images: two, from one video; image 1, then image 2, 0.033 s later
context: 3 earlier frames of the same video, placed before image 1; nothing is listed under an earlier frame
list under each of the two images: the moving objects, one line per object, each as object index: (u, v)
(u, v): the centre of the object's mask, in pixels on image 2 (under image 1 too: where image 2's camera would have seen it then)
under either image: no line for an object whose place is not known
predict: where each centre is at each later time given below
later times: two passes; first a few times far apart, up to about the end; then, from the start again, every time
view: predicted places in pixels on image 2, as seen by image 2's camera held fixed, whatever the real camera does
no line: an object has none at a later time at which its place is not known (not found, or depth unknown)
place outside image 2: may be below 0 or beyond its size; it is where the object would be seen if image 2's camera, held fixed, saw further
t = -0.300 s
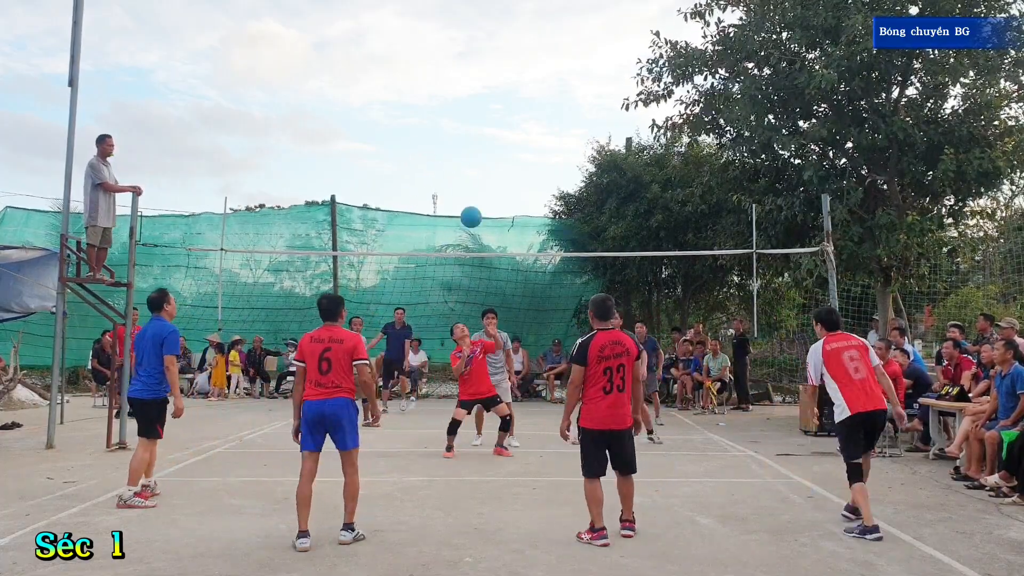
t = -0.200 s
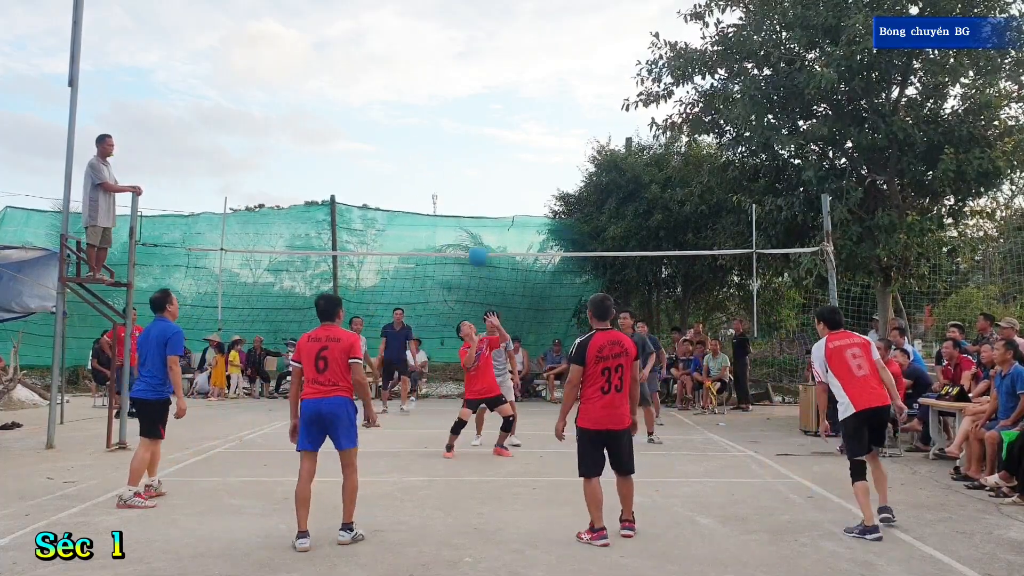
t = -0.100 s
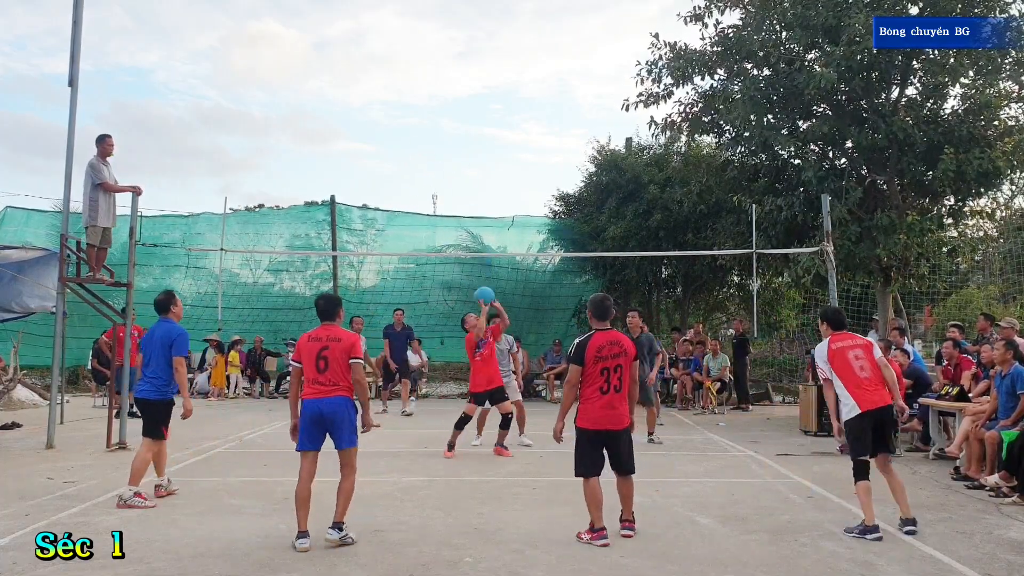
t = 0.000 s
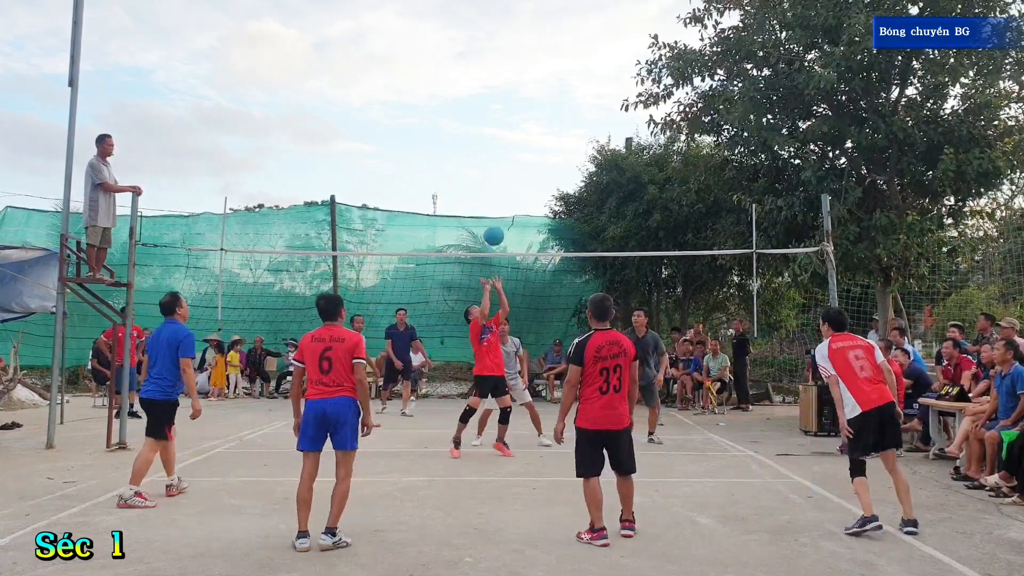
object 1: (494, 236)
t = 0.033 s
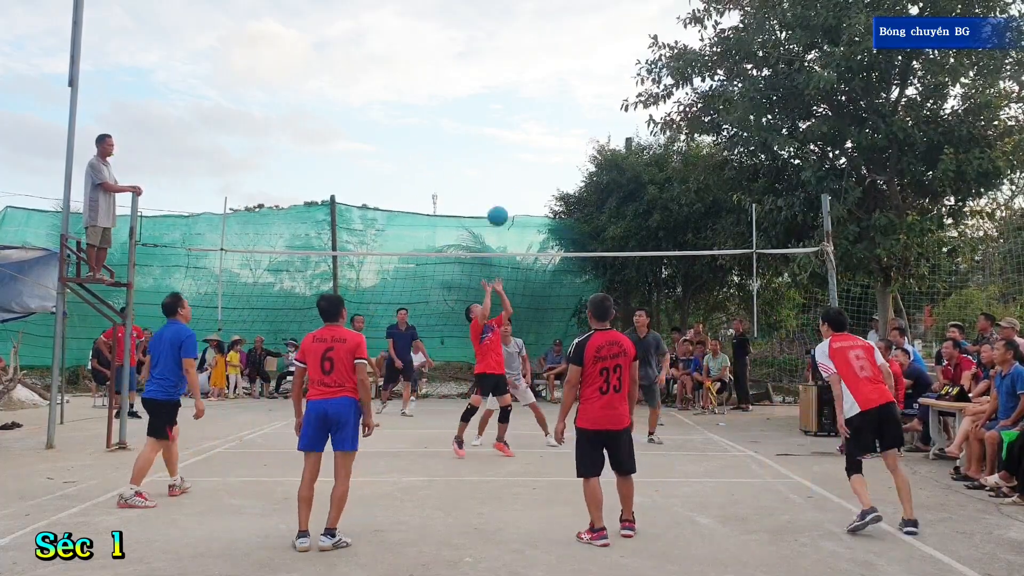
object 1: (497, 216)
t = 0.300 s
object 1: (532, 93)
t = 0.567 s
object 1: (568, 32)
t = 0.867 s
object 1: (611, 46)
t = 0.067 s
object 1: (502, 197)
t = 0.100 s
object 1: (506, 179)
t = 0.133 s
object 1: (510, 162)
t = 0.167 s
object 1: (514, 146)
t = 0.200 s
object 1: (518, 131)
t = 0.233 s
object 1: (523, 117)
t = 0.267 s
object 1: (527, 104)
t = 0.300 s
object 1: (532, 93)
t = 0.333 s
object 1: (537, 81)
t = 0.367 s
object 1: (541, 71)
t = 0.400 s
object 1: (546, 62)
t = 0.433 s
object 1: (550, 54)
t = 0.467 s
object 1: (555, 47)
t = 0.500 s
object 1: (559, 41)
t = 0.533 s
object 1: (564, 36)
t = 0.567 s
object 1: (568, 32)
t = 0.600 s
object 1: (573, 30)
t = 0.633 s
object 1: (578, 28)
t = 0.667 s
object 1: (582, 27)
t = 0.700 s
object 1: (587, 27)
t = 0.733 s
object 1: (592, 29)
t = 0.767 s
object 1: (597, 31)
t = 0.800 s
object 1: (601, 35)
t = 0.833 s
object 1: (606, 40)
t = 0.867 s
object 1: (611, 46)
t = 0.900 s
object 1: (616, 53)
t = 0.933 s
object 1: (621, 61)
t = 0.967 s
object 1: (625, 70)
